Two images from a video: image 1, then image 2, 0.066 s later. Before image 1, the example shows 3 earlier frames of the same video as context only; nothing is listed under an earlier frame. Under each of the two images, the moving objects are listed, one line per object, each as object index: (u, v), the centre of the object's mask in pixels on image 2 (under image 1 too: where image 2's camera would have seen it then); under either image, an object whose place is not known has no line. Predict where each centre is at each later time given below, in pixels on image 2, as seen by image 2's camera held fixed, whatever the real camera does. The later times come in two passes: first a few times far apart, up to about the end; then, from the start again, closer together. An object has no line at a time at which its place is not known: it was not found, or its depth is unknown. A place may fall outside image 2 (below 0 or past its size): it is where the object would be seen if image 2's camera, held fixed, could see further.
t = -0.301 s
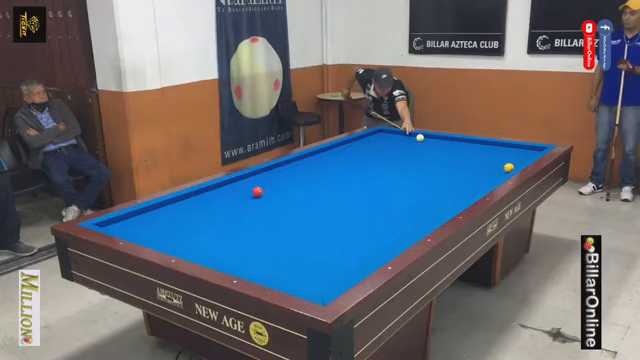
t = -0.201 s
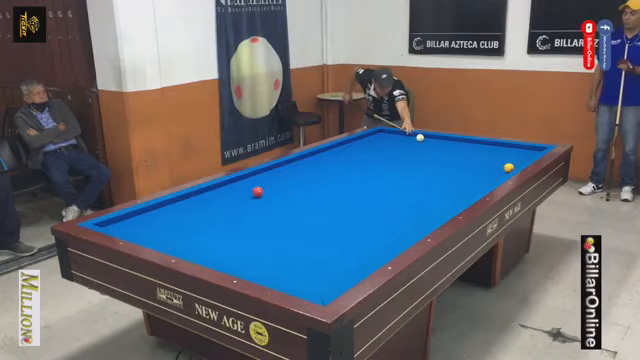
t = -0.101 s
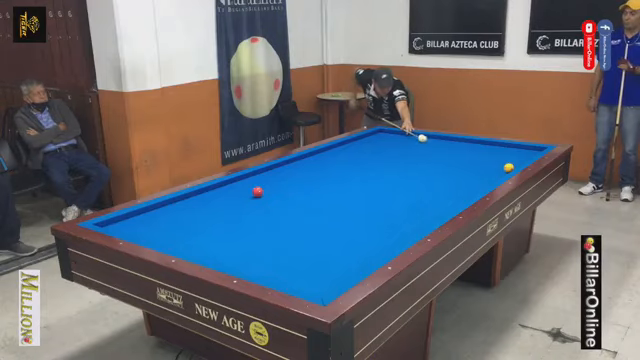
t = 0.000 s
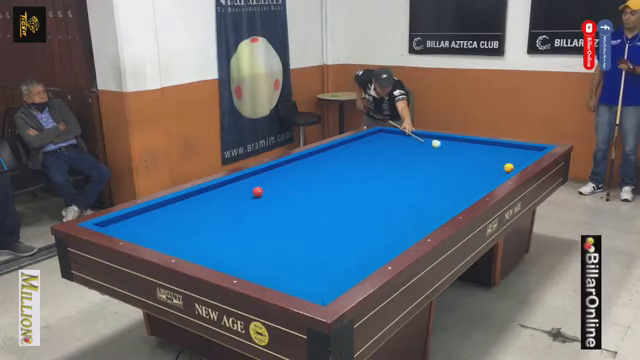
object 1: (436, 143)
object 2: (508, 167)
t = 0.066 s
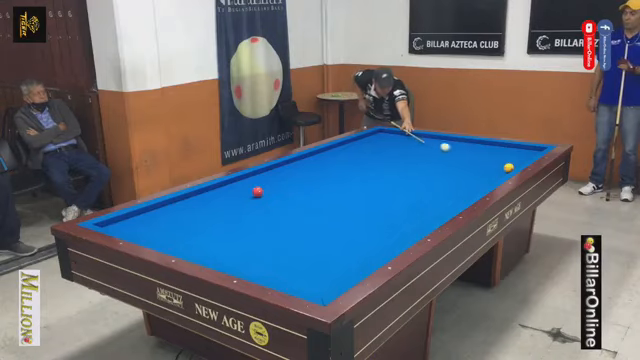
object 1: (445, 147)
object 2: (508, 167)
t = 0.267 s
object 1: (473, 158)
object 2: (508, 167)
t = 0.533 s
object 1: (498, 173)
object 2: (512, 166)
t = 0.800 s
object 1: (449, 179)
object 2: (507, 165)
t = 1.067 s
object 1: (400, 187)
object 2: (503, 164)
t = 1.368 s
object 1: (342, 196)
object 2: (499, 162)
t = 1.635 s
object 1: (286, 205)
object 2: (495, 161)
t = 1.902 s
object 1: (227, 214)
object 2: (492, 160)
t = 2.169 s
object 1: (162, 224)
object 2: (489, 159)
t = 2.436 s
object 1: (122, 224)
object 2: (487, 159)
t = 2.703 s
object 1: (147, 213)
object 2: (485, 158)
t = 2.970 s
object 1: (184, 208)
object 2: (483, 157)
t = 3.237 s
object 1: (219, 203)
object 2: (482, 157)
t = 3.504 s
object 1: (251, 199)
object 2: (481, 157)
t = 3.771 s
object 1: (282, 195)
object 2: (480, 156)
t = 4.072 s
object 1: (314, 190)
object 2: (480, 156)
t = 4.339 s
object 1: (341, 186)
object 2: (480, 156)
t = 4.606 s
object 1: (367, 183)
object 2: (480, 156)
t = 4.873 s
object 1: (391, 180)
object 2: (480, 156)
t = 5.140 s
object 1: (414, 176)
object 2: (480, 156)
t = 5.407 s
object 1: (436, 173)
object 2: (480, 156)
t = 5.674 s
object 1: (457, 171)
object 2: (480, 156)
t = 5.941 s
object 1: (477, 168)
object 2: (480, 156)
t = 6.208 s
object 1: (496, 165)
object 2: (480, 156)
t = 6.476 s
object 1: (514, 162)
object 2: (480, 156)
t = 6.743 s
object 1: (521, 159)
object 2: (480, 156)
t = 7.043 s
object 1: (520, 156)
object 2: (480, 156)
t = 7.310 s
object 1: (519, 153)
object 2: (480, 156)
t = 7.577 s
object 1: (518, 150)
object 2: (480, 156)
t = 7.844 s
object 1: (518, 147)
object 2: (480, 156)
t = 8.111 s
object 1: (517, 145)
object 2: (480, 156)
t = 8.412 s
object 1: (512, 146)
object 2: (480, 156)
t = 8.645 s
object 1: (508, 147)
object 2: (480, 156)
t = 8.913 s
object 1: (504, 148)
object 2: (480, 156)
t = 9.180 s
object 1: (500, 148)
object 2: (480, 156)
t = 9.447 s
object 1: (497, 149)
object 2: (480, 156)
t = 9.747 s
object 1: (493, 149)
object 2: (480, 156)
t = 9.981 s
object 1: (491, 150)
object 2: (480, 156)
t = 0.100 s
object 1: (449, 149)
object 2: (508, 167)
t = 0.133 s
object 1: (454, 150)
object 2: (508, 167)
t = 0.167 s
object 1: (458, 152)
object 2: (508, 167)
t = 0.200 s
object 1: (463, 154)
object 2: (508, 167)
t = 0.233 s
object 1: (468, 155)
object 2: (508, 167)
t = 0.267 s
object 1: (473, 158)
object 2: (508, 167)
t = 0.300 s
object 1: (478, 160)
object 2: (508, 167)
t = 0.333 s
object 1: (483, 162)
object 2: (508, 167)
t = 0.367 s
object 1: (488, 164)
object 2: (508, 167)
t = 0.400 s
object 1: (494, 166)
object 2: (508, 167)
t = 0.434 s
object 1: (499, 168)
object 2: (509, 167)
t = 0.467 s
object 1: (502, 170)
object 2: (511, 166)
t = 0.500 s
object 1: (504, 171)
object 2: (512, 166)
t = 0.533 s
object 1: (498, 173)
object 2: (512, 166)
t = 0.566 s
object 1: (491, 174)
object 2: (511, 166)
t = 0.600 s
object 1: (485, 174)
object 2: (510, 166)
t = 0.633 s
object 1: (479, 175)
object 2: (510, 166)
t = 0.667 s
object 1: (472, 176)
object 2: (510, 166)
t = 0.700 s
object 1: (467, 177)
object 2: (509, 166)
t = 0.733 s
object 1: (461, 178)
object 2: (508, 166)
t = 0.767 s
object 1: (455, 179)
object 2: (508, 165)
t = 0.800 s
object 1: (449, 179)
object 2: (507, 165)
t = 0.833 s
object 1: (443, 181)
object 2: (507, 165)
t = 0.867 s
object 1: (437, 181)
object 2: (506, 165)
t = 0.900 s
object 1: (431, 182)
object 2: (506, 165)
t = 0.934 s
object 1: (425, 183)
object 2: (505, 165)
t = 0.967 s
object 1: (419, 184)
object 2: (504, 165)
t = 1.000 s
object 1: (413, 185)
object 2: (504, 164)
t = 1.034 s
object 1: (406, 186)
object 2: (504, 164)
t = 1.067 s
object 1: (400, 187)
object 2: (503, 164)
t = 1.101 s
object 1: (394, 188)
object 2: (502, 164)
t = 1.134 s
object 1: (388, 189)
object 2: (502, 164)
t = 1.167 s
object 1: (381, 190)
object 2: (501, 164)
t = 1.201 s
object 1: (375, 191)
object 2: (501, 163)
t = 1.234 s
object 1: (368, 192)
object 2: (500, 163)
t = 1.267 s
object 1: (362, 193)
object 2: (500, 163)
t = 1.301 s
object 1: (355, 194)
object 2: (500, 163)
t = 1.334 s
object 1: (348, 195)
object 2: (499, 163)
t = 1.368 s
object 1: (342, 196)
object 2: (499, 162)
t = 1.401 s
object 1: (335, 197)
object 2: (498, 163)
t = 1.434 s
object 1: (328, 198)
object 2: (498, 162)
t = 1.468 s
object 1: (321, 199)
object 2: (497, 162)
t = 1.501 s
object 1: (314, 200)
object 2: (497, 162)
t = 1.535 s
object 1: (308, 201)
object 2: (496, 162)
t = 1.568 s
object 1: (300, 202)
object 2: (496, 161)
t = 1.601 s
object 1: (293, 204)
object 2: (496, 162)
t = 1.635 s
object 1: (286, 205)
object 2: (495, 161)
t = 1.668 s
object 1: (279, 206)
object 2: (495, 161)
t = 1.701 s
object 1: (272, 207)
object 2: (494, 161)
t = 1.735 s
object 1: (264, 208)
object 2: (494, 161)
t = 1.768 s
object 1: (257, 209)
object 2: (493, 161)
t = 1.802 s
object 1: (249, 210)
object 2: (493, 161)
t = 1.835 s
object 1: (242, 212)
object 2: (493, 160)
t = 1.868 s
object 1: (234, 213)
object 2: (492, 160)
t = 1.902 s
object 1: (227, 214)
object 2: (492, 160)
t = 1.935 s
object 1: (219, 215)
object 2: (492, 160)
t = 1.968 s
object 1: (211, 216)
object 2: (491, 160)
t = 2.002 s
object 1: (203, 218)
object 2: (491, 160)
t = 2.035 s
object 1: (195, 219)
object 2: (491, 160)
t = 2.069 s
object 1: (187, 220)
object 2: (490, 160)
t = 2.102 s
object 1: (179, 221)
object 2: (490, 160)
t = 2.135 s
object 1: (171, 222)
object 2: (490, 159)
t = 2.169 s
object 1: (162, 224)
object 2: (489, 159)
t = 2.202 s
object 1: (154, 225)
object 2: (489, 159)
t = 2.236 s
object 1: (146, 227)
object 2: (489, 159)
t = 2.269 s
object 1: (137, 228)
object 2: (488, 159)
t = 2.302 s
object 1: (129, 229)
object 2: (488, 159)
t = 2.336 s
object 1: (120, 229)
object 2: (488, 159)
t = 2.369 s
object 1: (120, 228)
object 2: (487, 159)
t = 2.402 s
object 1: (121, 226)
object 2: (487, 159)
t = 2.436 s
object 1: (122, 224)
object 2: (487, 159)
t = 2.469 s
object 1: (123, 221)
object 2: (487, 159)
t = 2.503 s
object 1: (124, 219)
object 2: (486, 159)
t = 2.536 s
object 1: (124, 217)
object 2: (486, 159)
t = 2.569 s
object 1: (127, 216)
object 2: (486, 158)
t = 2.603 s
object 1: (132, 215)
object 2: (486, 158)
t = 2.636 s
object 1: (137, 215)
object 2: (485, 158)
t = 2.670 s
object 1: (143, 214)
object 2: (485, 158)
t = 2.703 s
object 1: (147, 213)
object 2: (485, 158)
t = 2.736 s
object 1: (152, 213)
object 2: (485, 158)
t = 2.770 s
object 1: (157, 212)
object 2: (484, 158)
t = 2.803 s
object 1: (161, 212)
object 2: (484, 158)
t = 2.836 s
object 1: (166, 211)
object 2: (484, 158)
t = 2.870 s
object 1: (171, 210)
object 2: (484, 158)
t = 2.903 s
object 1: (175, 209)
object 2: (483, 158)
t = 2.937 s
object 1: (180, 209)
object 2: (483, 158)
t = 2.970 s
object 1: (184, 208)
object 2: (483, 157)
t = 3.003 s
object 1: (189, 207)
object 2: (483, 157)
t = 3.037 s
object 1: (193, 207)
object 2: (483, 157)
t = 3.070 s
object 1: (197, 206)
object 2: (482, 157)
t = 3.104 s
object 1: (202, 206)
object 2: (482, 157)
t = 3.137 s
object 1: (206, 205)
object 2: (482, 157)
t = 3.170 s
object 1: (210, 205)
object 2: (482, 157)
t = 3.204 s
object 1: (215, 204)
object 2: (482, 157)
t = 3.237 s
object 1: (219, 203)
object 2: (482, 157)
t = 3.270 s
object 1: (223, 203)
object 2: (482, 157)
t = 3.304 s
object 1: (227, 202)
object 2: (481, 157)
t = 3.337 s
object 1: (231, 202)
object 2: (481, 157)
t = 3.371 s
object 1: (235, 201)
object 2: (481, 157)
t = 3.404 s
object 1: (239, 201)
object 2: (481, 157)
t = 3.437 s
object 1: (243, 200)
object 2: (481, 157)
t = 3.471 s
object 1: (247, 200)
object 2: (481, 157)
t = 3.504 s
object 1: (251, 199)
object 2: (481, 157)
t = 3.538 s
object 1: (255, 198)
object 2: (481, 156)
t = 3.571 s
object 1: (259, 198)
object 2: (481, 156)
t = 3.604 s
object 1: (263, 197)
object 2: (480, 156)
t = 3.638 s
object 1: (267, 197)
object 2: (480, 156)
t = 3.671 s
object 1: (270, 196)
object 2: (480, 156)
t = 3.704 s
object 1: (274, 196)
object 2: (480, 156)
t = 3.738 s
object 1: (278, 195)
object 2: (480, 156)
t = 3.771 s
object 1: (282, 195)
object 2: (480, 156)
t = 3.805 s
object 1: (286, 194)
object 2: (480, 156)
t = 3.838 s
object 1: (289, 194)
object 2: (480, 156)
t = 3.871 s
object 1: (293, 193)
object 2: (480, 156)
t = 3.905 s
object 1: (296, 193)
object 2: (480, 156)
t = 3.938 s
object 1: (300, 192)
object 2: (480, 156)
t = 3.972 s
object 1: (303, 191)
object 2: (480, 156)
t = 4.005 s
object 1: (307, 191)
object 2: (480, 156)
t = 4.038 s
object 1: (311, 191)
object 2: (480, 156)
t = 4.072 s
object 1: (314, 190)
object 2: (480, 156)
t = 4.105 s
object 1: (317, 190)
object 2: (480, 156)
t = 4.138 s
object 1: (321, 189)
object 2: (480, 156)
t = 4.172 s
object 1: (324, 189)
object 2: (480, 156)
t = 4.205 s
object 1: (328, 188)
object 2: (480, 156)
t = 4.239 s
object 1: (331, 188)
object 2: (480, 156)
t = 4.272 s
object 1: (334, 187)
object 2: (480, 156)
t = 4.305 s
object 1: (338, 187)
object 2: (480, 156)
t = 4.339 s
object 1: (341, 186)
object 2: (480, 156)
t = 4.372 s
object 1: (344, 186)
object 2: (480, 156)
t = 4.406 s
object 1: (347, 185)
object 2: (480, 156)
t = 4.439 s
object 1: (351, 185)
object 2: (480, 156)
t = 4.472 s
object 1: (354, 185)
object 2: (480, 156)
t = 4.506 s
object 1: (357, 184)
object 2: (480, 156)
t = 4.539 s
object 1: (360, 184)
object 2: (480, 156)
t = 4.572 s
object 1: (363, 183)
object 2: (480, 156)
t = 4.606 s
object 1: (367, 183)
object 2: (480, 156)
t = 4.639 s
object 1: (370, 183)
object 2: (480, 156)
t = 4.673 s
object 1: (373, 182)
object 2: (480, 156)
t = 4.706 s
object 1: (376, 182)
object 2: (480, 156)
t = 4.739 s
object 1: (379, 181)
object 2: (480, 156)
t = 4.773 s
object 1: (382, 181)
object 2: (480, 156)
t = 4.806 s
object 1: (385, 181)
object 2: (480, 156)
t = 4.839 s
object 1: (388, 180)
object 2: (480, 156)
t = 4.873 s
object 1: (391, 180)
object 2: (480, 156)
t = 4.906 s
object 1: (394, 179)
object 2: (480, 156)
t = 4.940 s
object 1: (397, 179)
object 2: (480, 156)
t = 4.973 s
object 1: (400, 178)
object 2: (480, 156)
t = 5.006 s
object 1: (402, 178)
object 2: (480, 156)
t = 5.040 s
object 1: (405, 178)
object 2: (480, 156)
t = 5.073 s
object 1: (408, 177)
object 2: (480, 156)
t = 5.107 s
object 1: (411, 177)
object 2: (480, 156)
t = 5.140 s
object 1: (414, 176)
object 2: (480, 156)
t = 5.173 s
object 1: (417, 176)
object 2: (480, 156)
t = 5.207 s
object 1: (419, 176)
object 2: (480, 156)
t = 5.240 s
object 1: (422, 175)
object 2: (480, 156)
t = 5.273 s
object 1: (425, 175)
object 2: (480, 156)
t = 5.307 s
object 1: (428, 174)
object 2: (480, 156)
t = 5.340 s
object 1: (430, 174)
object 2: (480, 156)
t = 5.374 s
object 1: (433, 174)
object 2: (480, 156)
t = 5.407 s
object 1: (436, 173)
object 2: (480, 156)
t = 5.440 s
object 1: (438, 173)
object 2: (480, 156)
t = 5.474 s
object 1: (441, 173)
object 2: (480, 156)
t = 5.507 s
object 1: (444, 172)
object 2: (480, 156)
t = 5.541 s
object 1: (446, 172)
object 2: (480, 156)
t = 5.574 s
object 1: (449, 172)
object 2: (480, 156)
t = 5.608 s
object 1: (452, 171)
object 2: (480, 156)
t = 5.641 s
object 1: (454, 171)
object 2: (480, 156)
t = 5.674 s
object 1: (457, 171)
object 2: (480, 156)
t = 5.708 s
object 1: (459, 170)
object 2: (480, 156)
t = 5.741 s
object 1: (462, 170)
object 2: (480, 156)
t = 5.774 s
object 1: (464, 169)
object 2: (480, 156)
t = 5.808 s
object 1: (467, 169)
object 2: (480, 156)
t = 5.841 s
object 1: (469, 169)
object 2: (480, 156)
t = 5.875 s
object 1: (472, 168)
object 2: (480, 156)
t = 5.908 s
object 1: (474, 168)
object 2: (480, 156)
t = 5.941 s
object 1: (477, 168)
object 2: (480, 156)
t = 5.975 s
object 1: (479, 167)
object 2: (480, 156)
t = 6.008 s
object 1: (482, 167)
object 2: (480, 156)
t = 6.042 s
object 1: (484, 167)
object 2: (480, 156)
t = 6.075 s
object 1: (486, 166)
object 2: (479, 156)
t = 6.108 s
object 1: (489, 166)
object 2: (480, 156)
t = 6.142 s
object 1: (491, 166)
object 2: (480, 156)
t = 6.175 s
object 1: (493, 165)
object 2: (480, 156)
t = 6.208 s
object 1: (496, 165)
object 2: (480, 156)
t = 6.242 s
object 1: (498, 165)
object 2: (480, 156)
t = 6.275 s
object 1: (501, 164)
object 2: (480, 156)
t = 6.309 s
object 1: (503, 164)
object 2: (480, 156)
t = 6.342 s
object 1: (505, 164)
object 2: (480, 156)
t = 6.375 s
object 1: (507, 164)
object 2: (480, 156)
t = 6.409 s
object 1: (510, 163)
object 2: (480, 156)
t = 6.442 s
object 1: (512, 163)
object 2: (480, 156)
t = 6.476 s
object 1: (514, 162)
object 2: (480, 156)
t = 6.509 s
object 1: (516, 162)
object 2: (480, 156)
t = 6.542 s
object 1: (518, 162)
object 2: (480, 156)
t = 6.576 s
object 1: (520, 161)
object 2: (480, 156)
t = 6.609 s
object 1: (522, 161)
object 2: (480, 156)
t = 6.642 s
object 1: (522, 160)
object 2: (480, 156)
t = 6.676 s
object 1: (521, 160)
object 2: (480, 156)
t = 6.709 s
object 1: (521, 159)
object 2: (480, 156)
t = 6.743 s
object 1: (521, 159)
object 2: (480, 156)
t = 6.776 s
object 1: (521, 159)
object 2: (480, 156)
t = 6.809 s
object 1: (521, 158)
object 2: (480, 156)
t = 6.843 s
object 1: (521, 158)
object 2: (480, 156)
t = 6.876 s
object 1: (521, 158)
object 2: (480, 156)
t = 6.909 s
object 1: (521, 158)
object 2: (480, 156)
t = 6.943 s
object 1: (521, 157)
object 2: (480, 156)
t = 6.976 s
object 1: (520, 157)
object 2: (480, 156)
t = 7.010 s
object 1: (520, 156)
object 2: (480, 156)
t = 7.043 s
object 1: (520, 156)
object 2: (480, 156)
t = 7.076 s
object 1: (520, 155)
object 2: (480, 156)
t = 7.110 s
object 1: (520, 155)
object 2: (480, 156)
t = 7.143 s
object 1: (520, 154)
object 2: (480, 156)
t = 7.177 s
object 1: (520, 154)
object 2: (480, 156)
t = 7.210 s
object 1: (519, 154)
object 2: (480, 156)
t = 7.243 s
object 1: (519, 153)
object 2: (480, 156)
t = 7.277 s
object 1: (519, 153)
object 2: (480, 156)
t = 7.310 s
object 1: (519, 153)
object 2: (480, 156)
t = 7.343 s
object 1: (519, 152)
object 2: (480, 156)
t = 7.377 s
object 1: (519, 152)
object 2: (480, 156)
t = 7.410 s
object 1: (519, 152)
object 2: (480, 156)
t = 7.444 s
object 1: (519, 151)
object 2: (480, 156)
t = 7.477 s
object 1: (519, 151)
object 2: (480, 156)
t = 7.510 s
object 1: (519, 151)
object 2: (480, 156)
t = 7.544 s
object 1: (518, 150)
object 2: (480, 156)
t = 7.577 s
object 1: (518, 150)
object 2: (480, 156)
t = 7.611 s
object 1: (518, 150)
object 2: (480, 156)
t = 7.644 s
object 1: (518, 149)
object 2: (480, 156)
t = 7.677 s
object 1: (518, 149)
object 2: (480, 156)
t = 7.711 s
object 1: (518, 149)
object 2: (480, 156)
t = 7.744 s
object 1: (518, 148)
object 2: (480, 156)
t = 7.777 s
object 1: (518, 148)
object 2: (480, 156)
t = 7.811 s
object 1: (518, 148)
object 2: (480, 156)
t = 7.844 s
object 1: (518, 147)
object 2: (480, 156)
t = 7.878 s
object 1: (518, 147)
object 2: (480, 156)
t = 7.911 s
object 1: (518, 147)
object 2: (480, 156)
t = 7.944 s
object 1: (517, 146)
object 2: (480, 156)
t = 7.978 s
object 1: (517, 146)
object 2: (480, 156)
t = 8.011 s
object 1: (517, 146)
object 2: (480, 156)
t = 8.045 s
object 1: (517, 145)
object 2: (480, 156)
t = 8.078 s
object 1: (517, 145)
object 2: (480, 156)
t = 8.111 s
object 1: (517, 145)
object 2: (480, 156)
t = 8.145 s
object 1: (516, 145)
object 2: (480, 156)
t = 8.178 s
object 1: (515, 145)
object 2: (480, 156)
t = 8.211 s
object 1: (515, 146)
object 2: (480, 156)
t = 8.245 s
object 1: (514, 146)
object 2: (480, 156)
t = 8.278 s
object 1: (514, 146)
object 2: (480, 156)
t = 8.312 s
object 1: (513, 146)
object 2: (480, 156)
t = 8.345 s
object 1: (513, 146)
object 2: (480, 156)
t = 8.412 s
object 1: (512, 146)
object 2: (480, 156)
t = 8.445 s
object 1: (511, 146)
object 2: (480, 156)
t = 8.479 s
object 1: (510, 146)
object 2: (480, 156)
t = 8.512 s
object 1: (510, 146)
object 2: (480, 156)
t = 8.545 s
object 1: (509, 146)
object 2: (480, 156)
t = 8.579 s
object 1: (509, 147)
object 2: (480, 156)
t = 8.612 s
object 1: (508, 147)
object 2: (480, 156)
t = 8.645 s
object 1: (508, 147)
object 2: (480, 156)
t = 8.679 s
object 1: (507, 147)
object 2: (480, 156)
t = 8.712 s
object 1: (507, 147)
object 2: (480, 156)
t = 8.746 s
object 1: (506, 147)
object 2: (480, 156)
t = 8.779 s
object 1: (506, 147)
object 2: (480, 156)
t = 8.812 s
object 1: (505, 147)
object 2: (480, 156)
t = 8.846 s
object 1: (505, 147)
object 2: (480, 156)
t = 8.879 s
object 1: (504, 147)
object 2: (480, 156)
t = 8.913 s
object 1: (504, 148)
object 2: (480, 156)
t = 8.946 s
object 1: (503, 148)
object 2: (480, 156)
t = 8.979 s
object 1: (502, 148)
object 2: (480, 156)
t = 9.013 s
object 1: (502, 148)
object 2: (480, 156)
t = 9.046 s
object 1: (502, 148)
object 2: (480, 156)
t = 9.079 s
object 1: (502, 148)
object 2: (480, 156)
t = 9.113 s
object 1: (501, 148)
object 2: (480, 156)
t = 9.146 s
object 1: (501, 148)
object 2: (480, 156)
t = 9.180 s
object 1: (500, 148)
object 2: (480, 156)
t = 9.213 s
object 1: (500, 148)
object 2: (480, 156)
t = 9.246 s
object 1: (499, 149)
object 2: (480, 156)
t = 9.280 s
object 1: (499, 149)
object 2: (480, 156)
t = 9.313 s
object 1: (499, 149)
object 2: (480, 156)
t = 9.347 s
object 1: (498, 149)
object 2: (480, 156)
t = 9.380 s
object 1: (498, 149)
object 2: (480, 156)
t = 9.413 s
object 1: (497, 149)
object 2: (480, 156)
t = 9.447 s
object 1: (497, 149)
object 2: (480, 156)
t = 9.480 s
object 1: (497, 149)
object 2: (479, 156)
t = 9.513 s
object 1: (496, 149)
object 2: (480, 156)
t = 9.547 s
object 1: (496, 149)
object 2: (479, 156)
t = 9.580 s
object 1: (495, 149)
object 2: (480, 156)
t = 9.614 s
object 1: (495, 149)
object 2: (480, 156)
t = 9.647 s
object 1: (494, 149)
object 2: (480, 156)
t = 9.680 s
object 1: (494, 149)
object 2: (480, 156)
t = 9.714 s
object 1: (494, 149)
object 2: (479, 156)
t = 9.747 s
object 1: (493, 149)
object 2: (480, 156)
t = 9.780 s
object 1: (493, 149)
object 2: (480, 156)
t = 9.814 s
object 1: (493, 149)
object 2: (480, 156)
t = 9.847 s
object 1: (492, 149)
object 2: (480, 156)
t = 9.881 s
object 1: (492, 149)
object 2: (480, 156)
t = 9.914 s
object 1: (491, 150)
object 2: (480, 156)
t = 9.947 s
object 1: (491, 150)
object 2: (480, 156)
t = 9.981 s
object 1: (491, 150)
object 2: (480, 156)
